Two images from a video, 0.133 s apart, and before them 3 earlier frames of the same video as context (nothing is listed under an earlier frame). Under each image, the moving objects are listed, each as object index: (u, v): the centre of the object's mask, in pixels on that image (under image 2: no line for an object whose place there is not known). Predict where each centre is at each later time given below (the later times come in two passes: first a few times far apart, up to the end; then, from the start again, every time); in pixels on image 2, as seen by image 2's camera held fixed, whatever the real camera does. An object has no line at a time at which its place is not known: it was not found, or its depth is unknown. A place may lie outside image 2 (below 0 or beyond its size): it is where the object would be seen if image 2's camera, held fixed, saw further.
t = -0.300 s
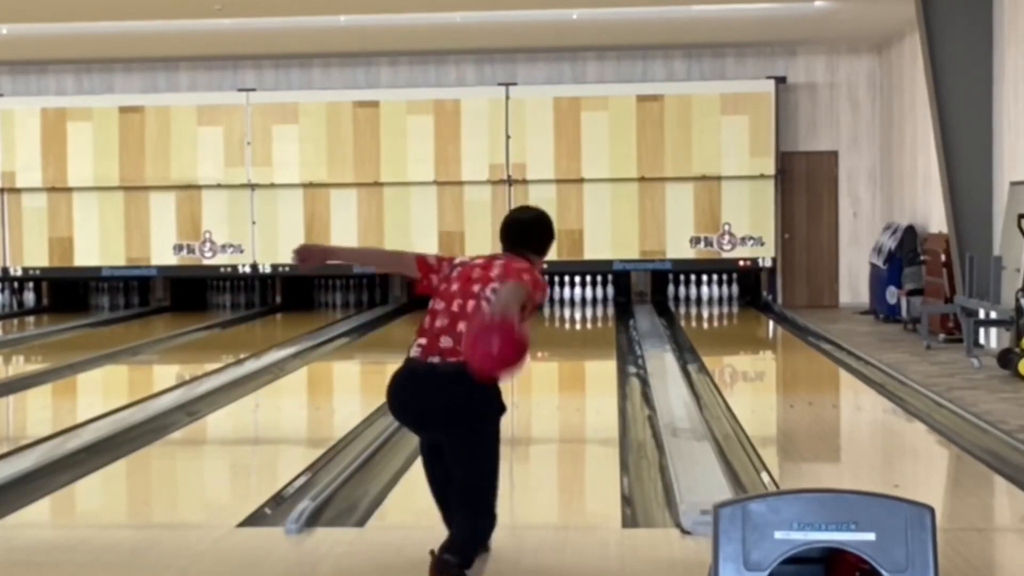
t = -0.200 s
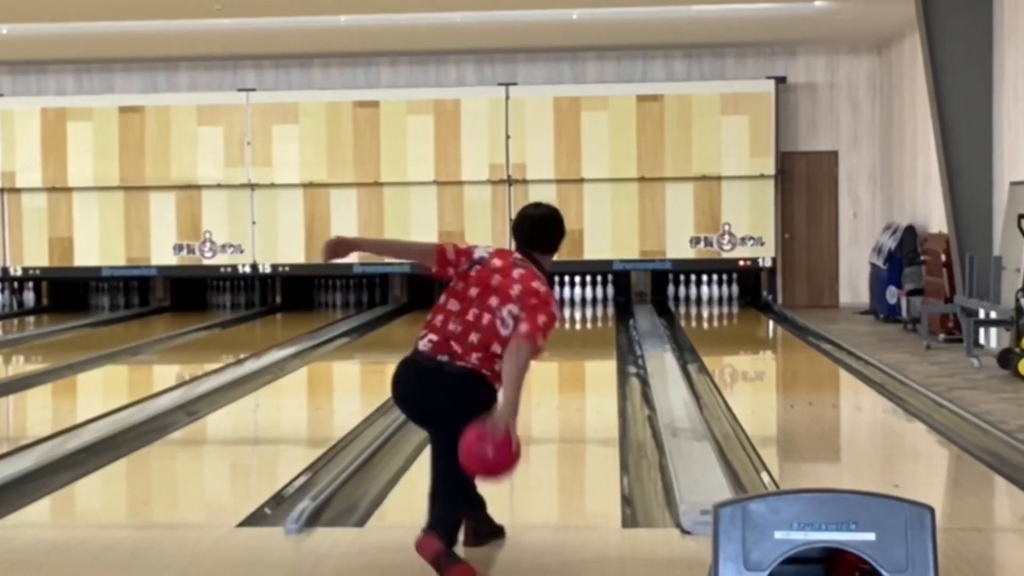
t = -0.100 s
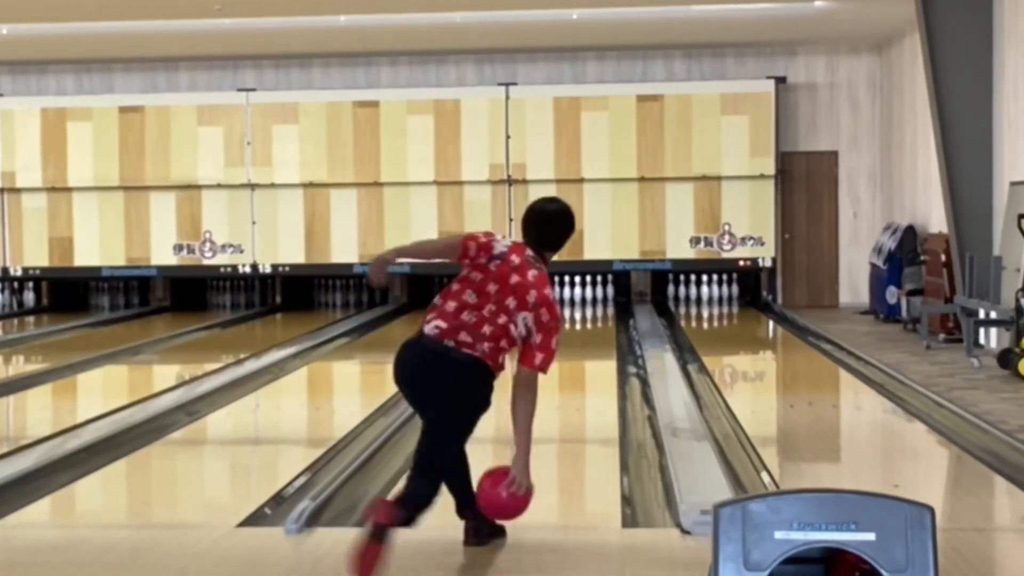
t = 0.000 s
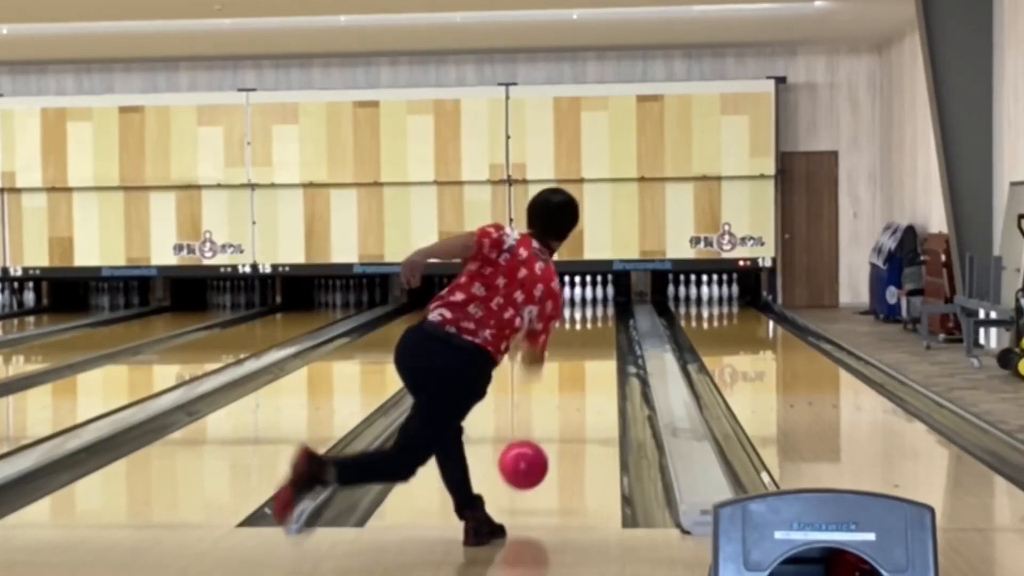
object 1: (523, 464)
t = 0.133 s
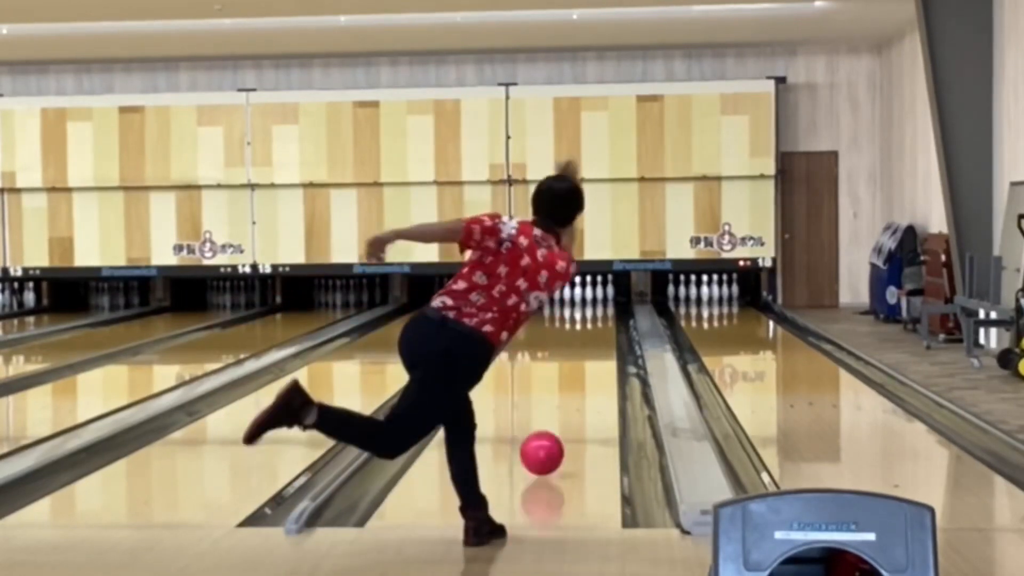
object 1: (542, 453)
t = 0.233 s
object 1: (553, 434)
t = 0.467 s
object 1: (572, 399)
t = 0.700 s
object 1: (585, 373)
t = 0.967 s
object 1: (594, 351)
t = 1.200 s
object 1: (600, 338)
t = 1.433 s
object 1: (603, 326)
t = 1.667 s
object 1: (604, 316)
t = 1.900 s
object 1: (603, 309)
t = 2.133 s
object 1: (598, 303)
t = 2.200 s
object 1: (596, 301)
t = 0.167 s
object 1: (546, 446)
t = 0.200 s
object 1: (550, 439)
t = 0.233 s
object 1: (553, 434)
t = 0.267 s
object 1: (556, 429)
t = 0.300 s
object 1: (559, 424)
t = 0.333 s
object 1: (562, 418)
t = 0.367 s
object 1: (565, 413)
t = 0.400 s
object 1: (567, 408)
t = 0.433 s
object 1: (570, 404)
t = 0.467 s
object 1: (572, 399)
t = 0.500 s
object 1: (574, 395)
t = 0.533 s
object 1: (576, 391)
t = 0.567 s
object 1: (578, 387)
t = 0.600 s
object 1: (580, 383)
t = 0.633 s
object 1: (581, 380)
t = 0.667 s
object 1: (583, 376)
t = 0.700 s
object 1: (585, 373)
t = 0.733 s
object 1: (586, 370)
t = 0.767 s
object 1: (588, 368)
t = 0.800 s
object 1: (589, 365)
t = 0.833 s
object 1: (591, 362)
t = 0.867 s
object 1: (592, 359)
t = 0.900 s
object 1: (593, 356)
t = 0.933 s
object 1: (593, 354)
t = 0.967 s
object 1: (594, 351)
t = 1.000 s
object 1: (596, 349)
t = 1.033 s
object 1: (597, 347)
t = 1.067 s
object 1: (597, 345)
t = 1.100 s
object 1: (598, 343)
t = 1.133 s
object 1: (599, 341)
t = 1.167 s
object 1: (600, 339)
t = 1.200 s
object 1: (600, 338)
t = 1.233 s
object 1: (600, 336)
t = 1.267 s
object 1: (601, 334)
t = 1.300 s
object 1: (601, 332)
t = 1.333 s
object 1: (602, 330)
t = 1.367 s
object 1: (602, 329)
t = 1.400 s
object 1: (603, 327)
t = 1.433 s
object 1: (603, 326)
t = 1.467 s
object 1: (603, 324)
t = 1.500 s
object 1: (604, 323)
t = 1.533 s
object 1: (604, 322)
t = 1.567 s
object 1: (604, 320)
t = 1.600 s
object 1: (604, 319)
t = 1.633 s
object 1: (604, 317)
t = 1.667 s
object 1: (604, 316)
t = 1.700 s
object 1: (604, 315)
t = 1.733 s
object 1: (604, 314)
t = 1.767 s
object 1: (604, 313)
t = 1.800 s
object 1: (604, 312)
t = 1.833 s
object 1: (604, 311)
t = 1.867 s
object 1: (603, 310)
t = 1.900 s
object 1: (603, 309)
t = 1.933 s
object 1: (602, 309)
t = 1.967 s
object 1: (602, 307)
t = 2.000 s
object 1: (601, 307)
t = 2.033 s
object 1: (600, 306)
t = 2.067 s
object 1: (599, 304)
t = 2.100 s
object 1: (599, 303)
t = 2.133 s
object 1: (598, 303)
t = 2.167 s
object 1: (597, 302)
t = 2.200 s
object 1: (596, 301)
